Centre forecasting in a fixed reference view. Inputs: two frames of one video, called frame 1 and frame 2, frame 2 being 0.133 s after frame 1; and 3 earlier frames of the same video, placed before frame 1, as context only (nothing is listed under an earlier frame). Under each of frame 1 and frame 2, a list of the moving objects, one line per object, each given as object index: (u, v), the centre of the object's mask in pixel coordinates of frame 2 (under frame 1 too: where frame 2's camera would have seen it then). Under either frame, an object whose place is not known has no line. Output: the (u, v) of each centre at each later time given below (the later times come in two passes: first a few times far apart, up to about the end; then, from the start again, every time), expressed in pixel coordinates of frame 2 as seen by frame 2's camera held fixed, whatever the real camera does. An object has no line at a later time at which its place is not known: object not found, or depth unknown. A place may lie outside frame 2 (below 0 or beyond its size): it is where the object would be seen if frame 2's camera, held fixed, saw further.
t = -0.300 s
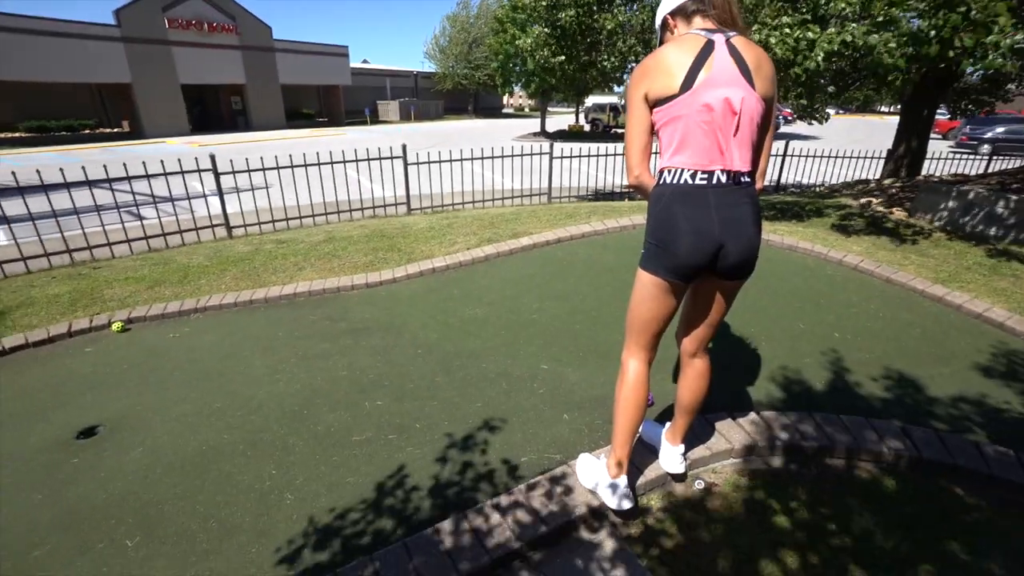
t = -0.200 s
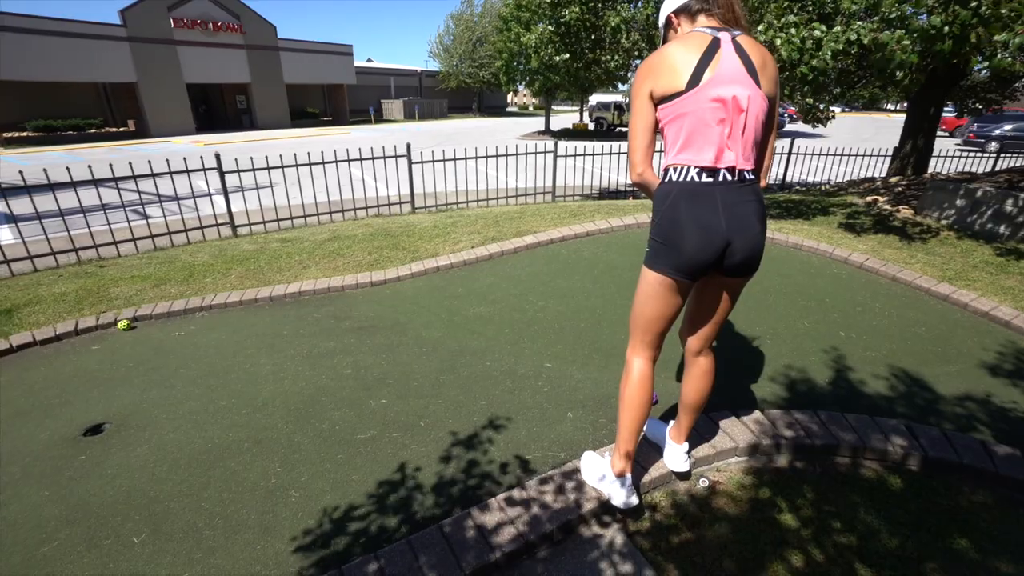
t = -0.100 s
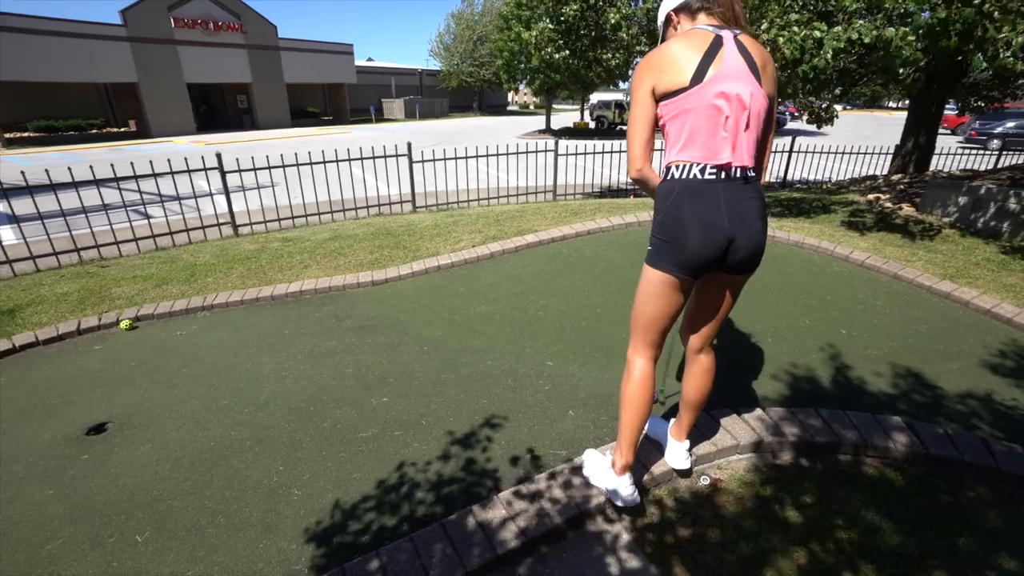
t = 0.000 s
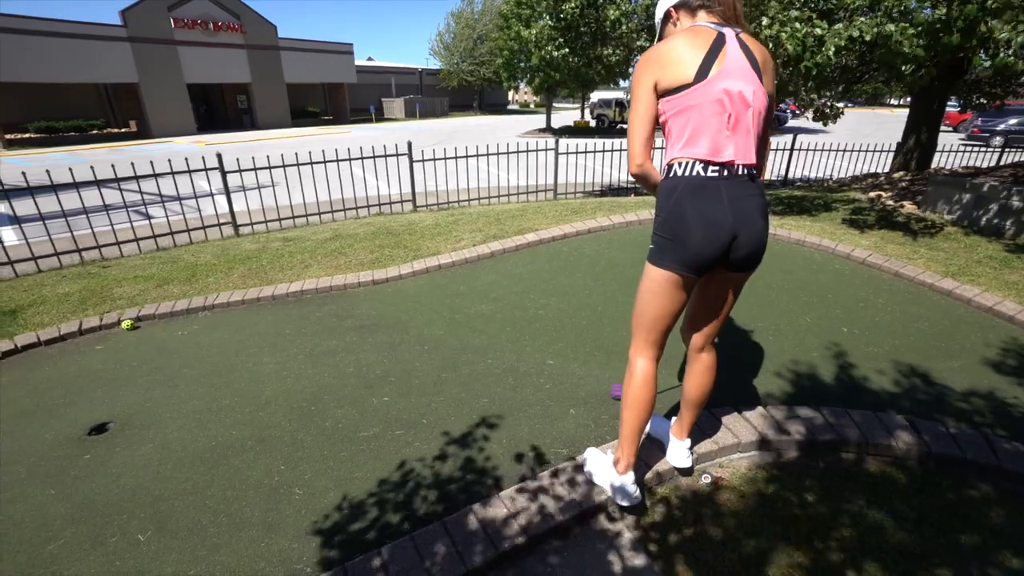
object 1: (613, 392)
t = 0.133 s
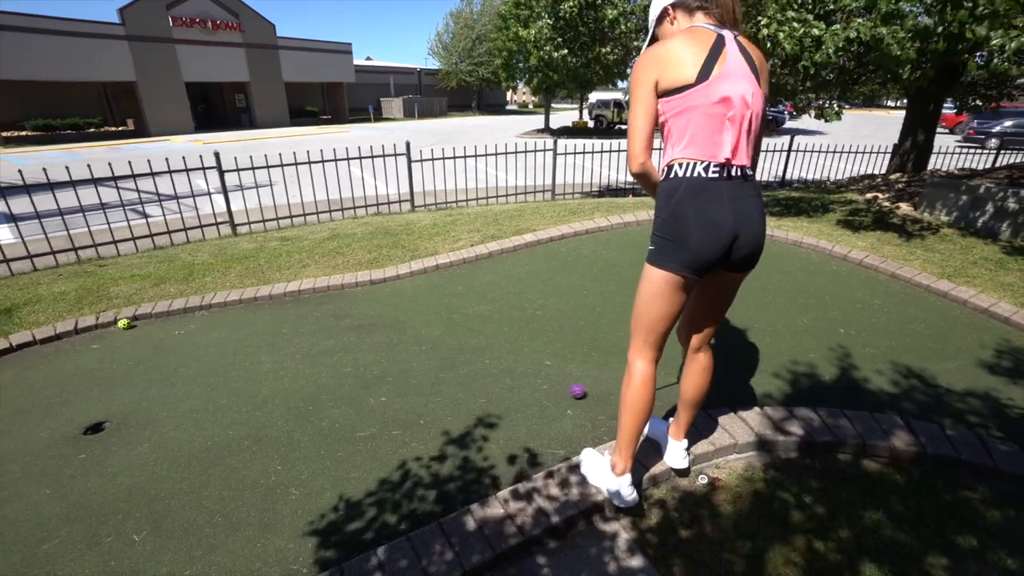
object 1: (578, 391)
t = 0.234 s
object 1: (551, 392)
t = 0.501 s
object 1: (480, 395)
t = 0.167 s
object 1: (570, 391)
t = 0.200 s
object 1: (560, 391)
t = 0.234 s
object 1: (551, 392)
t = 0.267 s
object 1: (542, 393)
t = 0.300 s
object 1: (533, 393)
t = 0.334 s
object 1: (524, 394)
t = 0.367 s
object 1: (515, 394)
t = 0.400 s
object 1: (506, 394)
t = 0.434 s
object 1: (497, 394)
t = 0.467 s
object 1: (489, 394)
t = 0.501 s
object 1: (480, 395)
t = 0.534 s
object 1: (472, 395)
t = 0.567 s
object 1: (464, 395)
